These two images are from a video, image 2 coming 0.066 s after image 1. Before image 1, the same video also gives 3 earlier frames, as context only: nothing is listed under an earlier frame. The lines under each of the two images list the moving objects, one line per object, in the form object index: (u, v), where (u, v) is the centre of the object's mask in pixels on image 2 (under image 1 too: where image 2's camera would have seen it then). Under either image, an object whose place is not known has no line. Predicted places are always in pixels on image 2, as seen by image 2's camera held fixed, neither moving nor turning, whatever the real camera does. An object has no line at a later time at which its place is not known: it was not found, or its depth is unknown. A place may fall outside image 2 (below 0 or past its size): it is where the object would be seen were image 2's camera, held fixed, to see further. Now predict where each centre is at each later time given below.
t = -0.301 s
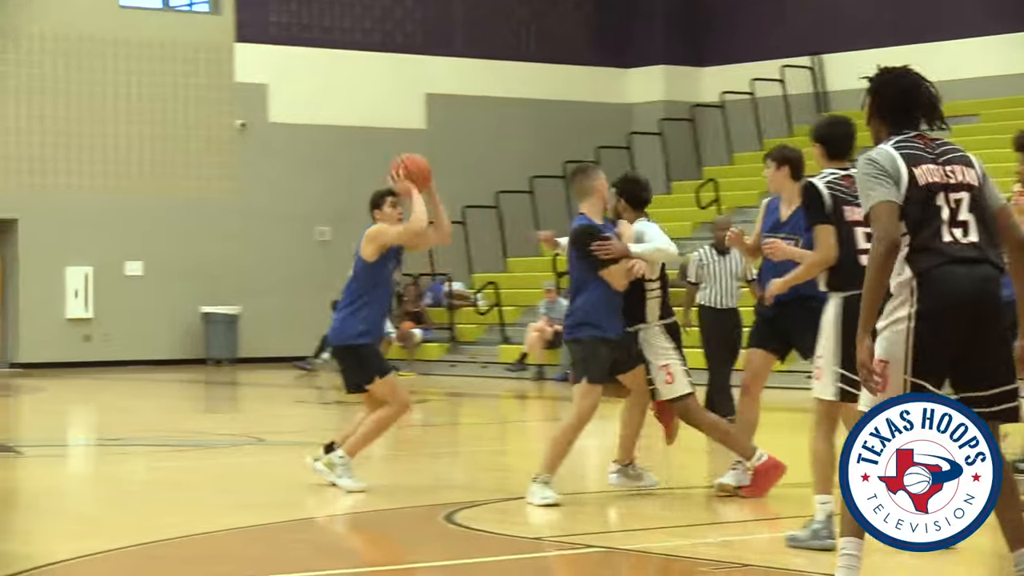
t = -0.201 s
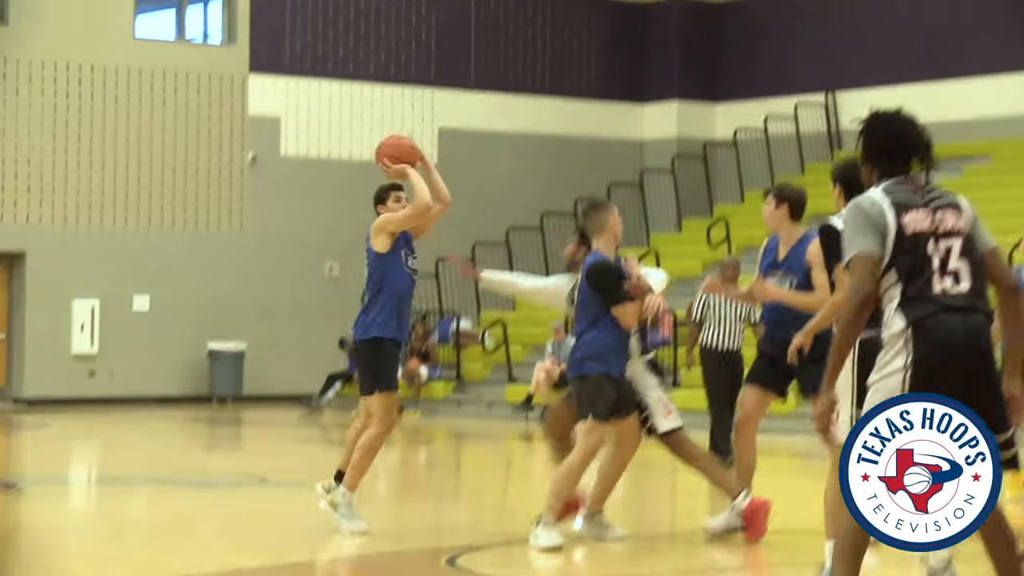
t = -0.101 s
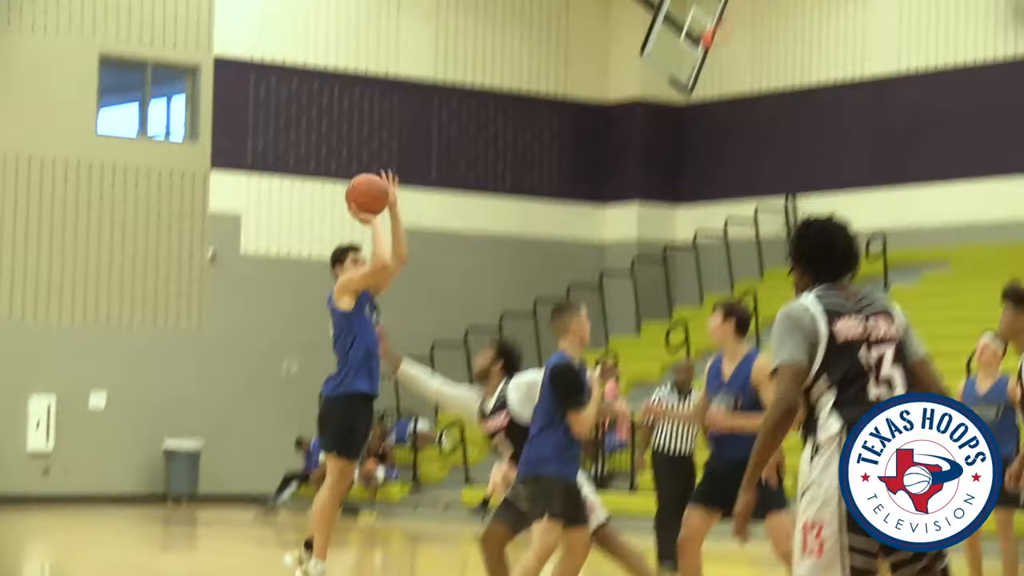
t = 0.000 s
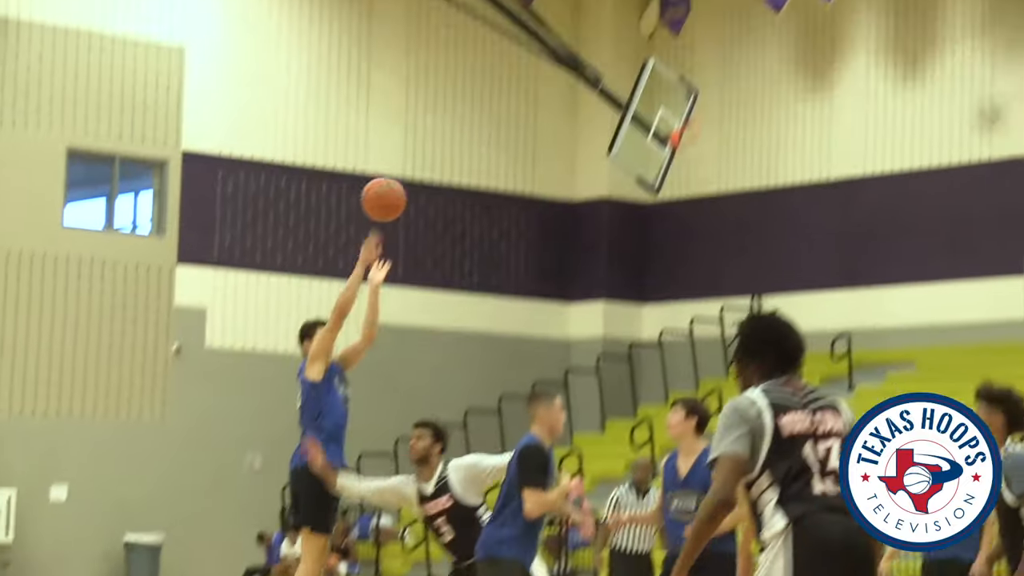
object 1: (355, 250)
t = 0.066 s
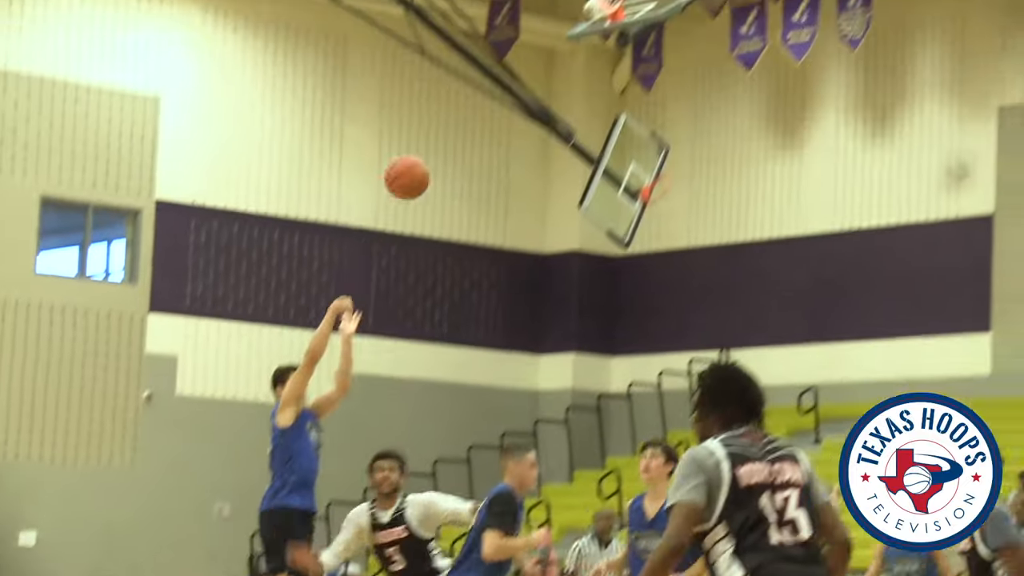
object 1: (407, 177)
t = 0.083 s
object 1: (420, 160)
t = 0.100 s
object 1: (433, 143)
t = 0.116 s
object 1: (446, 125)
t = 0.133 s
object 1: (459, 109)
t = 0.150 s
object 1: (473, 93)
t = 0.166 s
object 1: (486, 78)
